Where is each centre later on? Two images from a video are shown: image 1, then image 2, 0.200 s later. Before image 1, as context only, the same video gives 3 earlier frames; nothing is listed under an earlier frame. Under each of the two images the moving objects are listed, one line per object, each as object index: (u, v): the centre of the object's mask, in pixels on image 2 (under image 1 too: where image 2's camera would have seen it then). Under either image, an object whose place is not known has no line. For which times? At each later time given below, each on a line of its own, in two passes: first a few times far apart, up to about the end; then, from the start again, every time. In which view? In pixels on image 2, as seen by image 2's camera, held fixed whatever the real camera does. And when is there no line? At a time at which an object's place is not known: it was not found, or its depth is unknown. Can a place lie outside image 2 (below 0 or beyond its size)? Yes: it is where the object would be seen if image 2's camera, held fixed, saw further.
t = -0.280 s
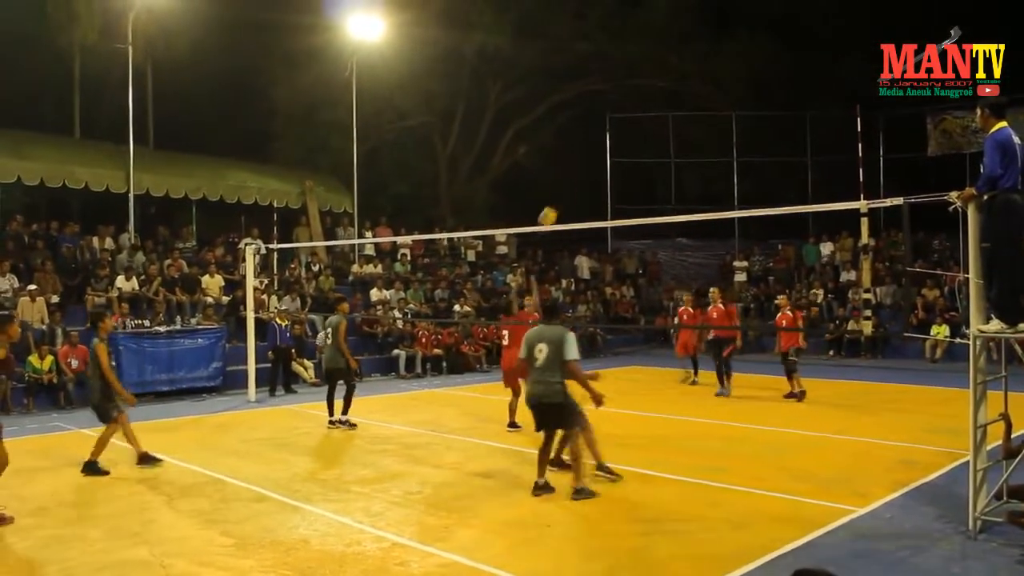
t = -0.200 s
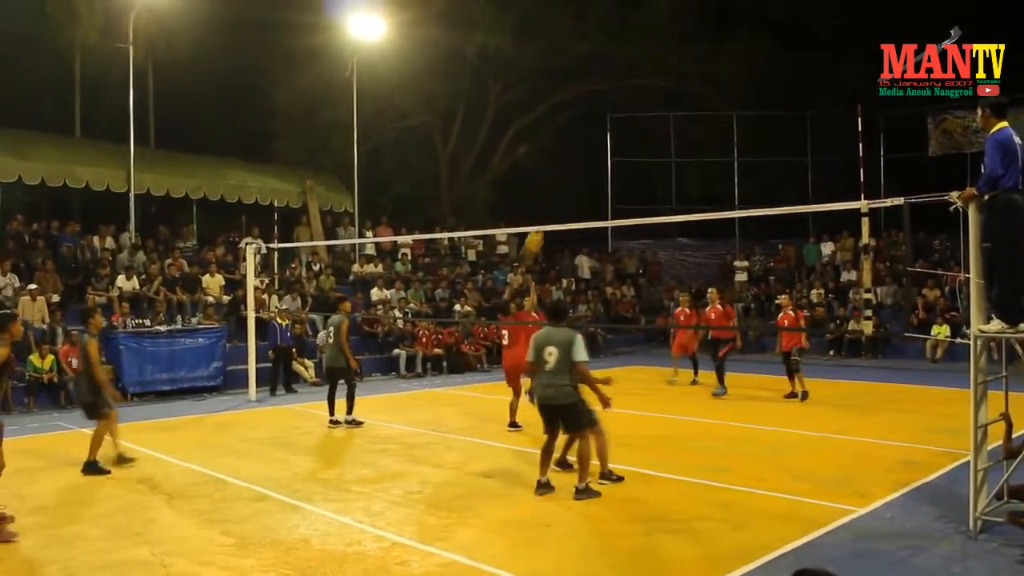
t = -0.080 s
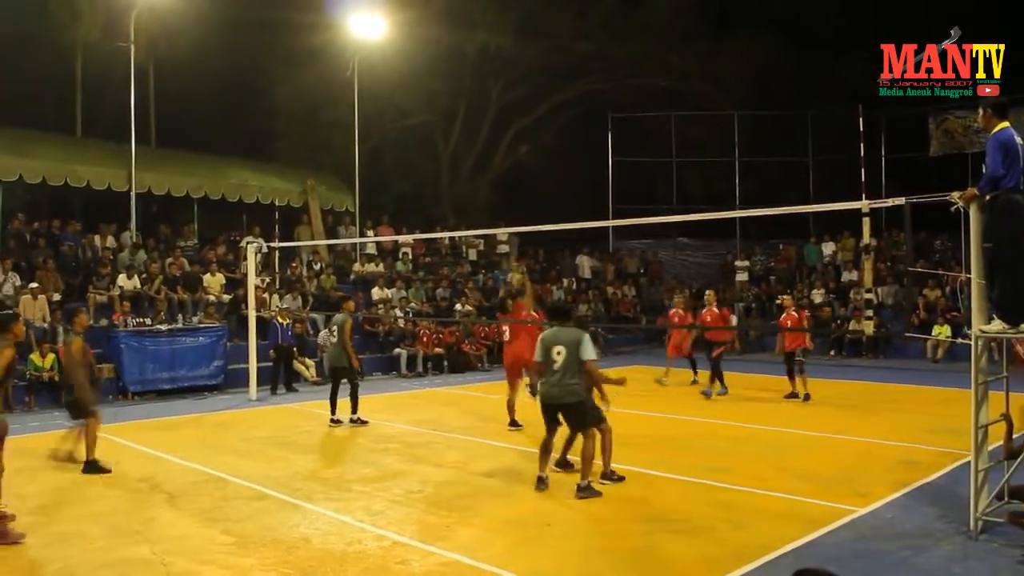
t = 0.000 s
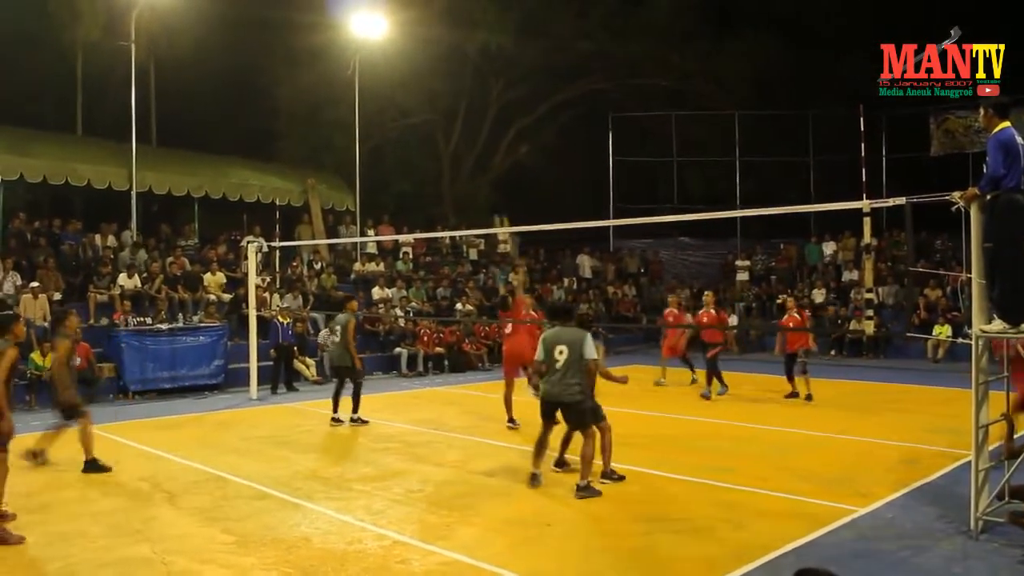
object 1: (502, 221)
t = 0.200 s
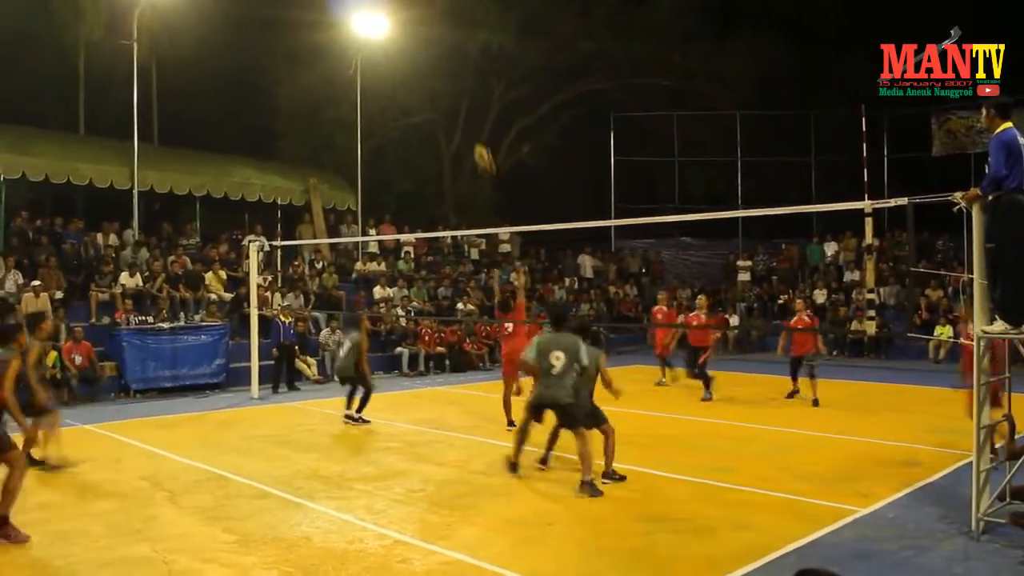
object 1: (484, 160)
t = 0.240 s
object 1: (479, 148)
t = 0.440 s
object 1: (461, 115)
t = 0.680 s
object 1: (440, 117)
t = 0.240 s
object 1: (479, 148)
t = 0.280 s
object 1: (475, 139)
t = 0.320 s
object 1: (471, 129)
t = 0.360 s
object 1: (467, 123)
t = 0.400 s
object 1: (464, 119)
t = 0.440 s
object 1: (461, 115)
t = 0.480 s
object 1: (458, 112)
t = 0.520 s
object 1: (454, 111)
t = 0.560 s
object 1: (451, 111)
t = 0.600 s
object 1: (447, 111)
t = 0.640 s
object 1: (443, 114)
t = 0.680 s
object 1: (440, 117)
